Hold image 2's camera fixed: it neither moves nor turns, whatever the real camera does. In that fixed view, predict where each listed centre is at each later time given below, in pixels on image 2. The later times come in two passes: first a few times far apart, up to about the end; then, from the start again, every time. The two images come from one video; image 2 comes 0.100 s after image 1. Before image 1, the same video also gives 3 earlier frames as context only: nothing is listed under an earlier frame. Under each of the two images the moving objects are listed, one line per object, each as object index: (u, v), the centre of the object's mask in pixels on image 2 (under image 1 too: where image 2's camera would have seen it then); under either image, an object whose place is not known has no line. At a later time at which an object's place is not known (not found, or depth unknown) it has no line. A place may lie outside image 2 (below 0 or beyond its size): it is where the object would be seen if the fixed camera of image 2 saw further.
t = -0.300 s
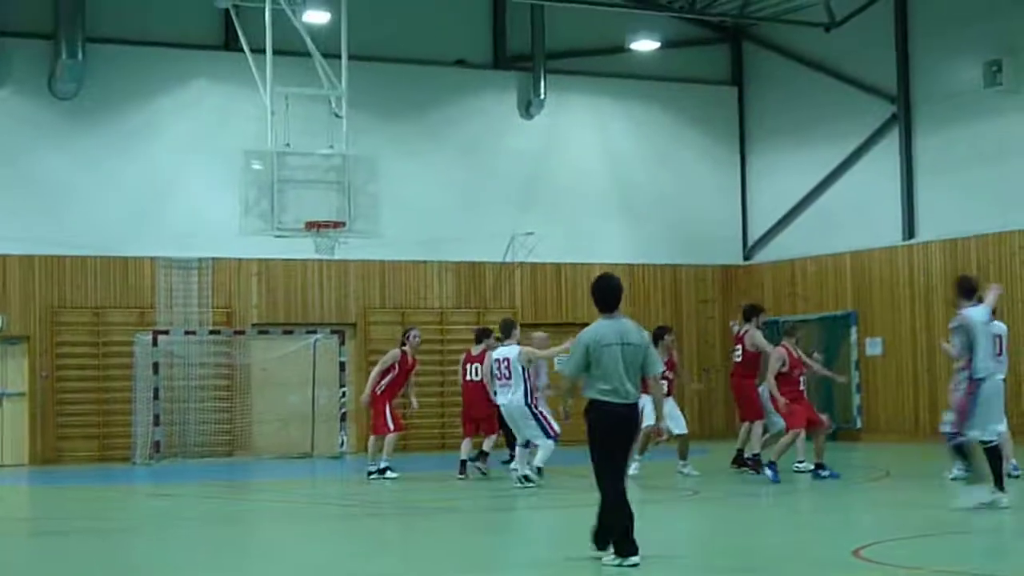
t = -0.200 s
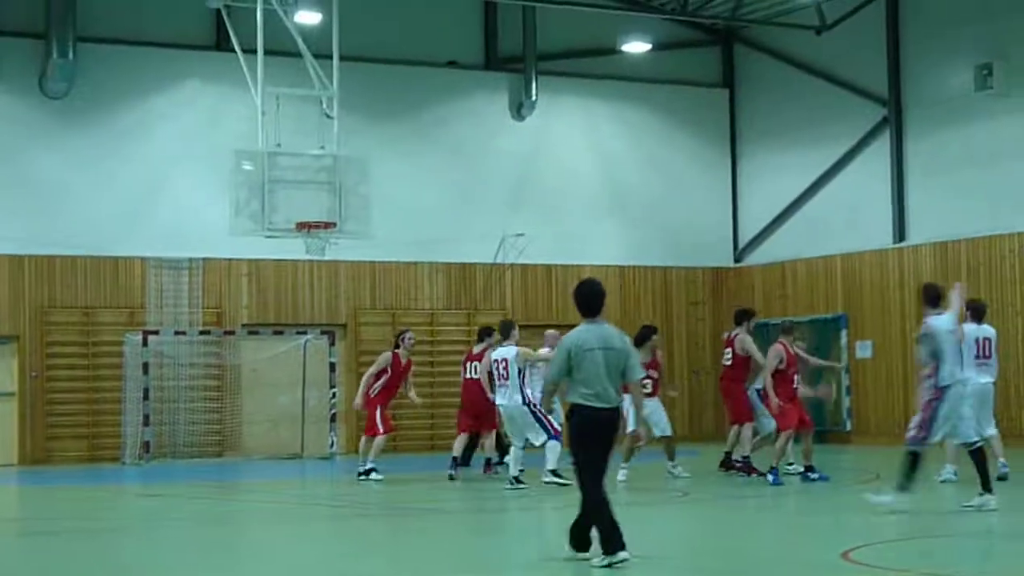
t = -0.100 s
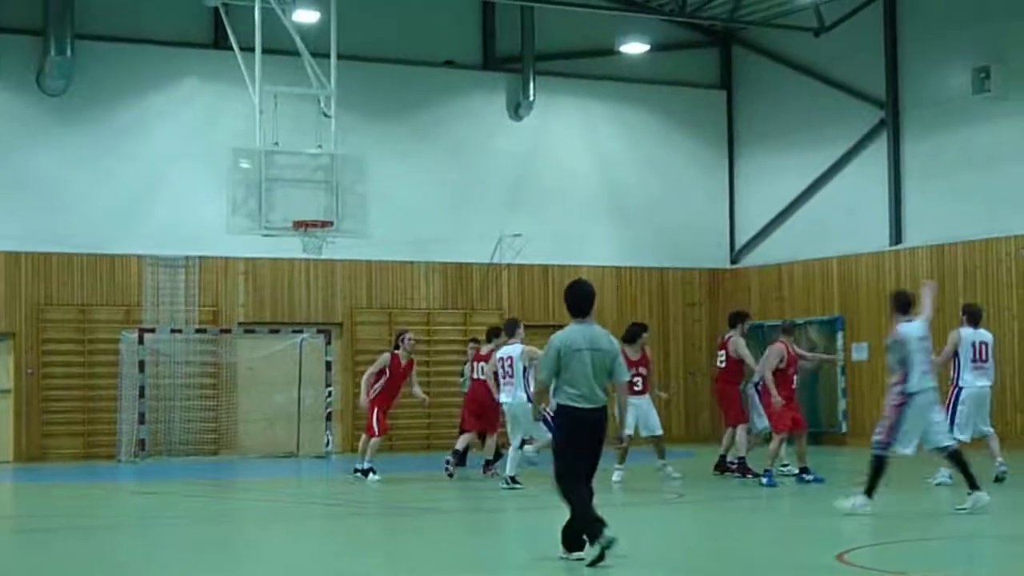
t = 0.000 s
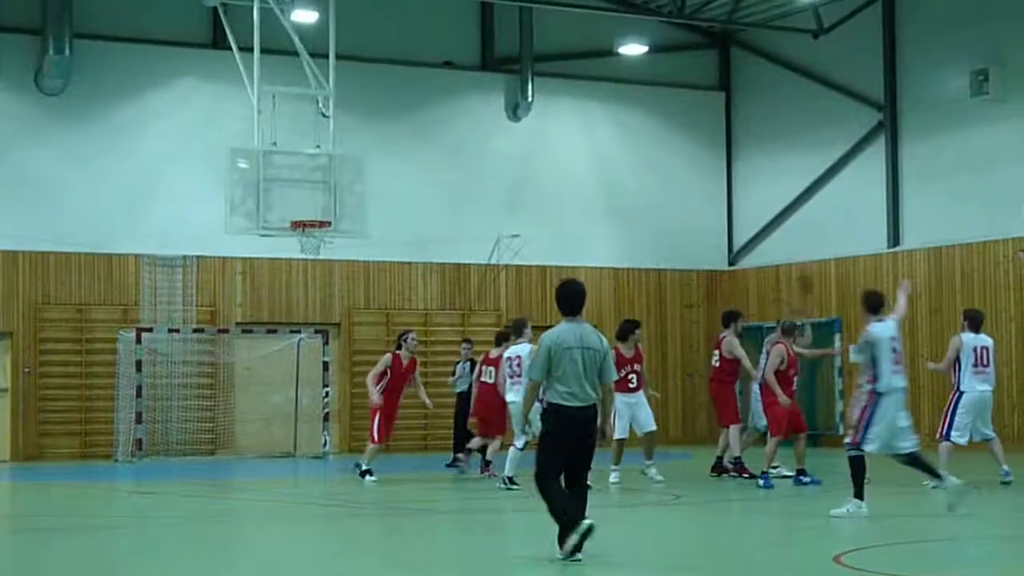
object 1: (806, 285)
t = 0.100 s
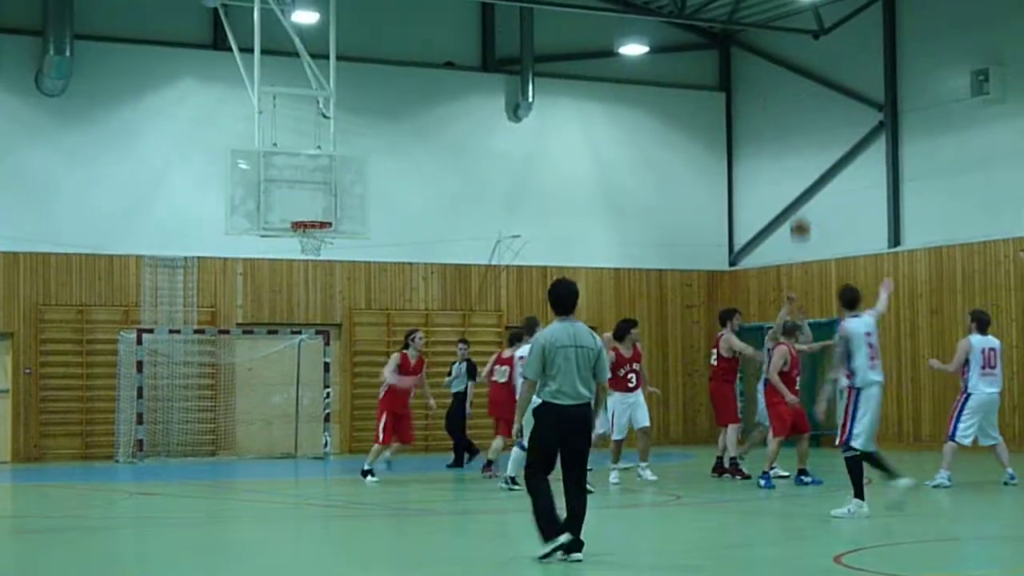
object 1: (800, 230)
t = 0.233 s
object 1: (790, 169)
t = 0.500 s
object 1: (768, 87)
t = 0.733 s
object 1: (745, 68)
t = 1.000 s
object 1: (718, 116)
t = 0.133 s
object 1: (797, 213)
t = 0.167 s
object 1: (794, 196)
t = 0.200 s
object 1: (793, 182)
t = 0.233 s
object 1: (790, 169)
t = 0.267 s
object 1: (787, 156)
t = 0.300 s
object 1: (784, 144)
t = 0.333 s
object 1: (781, 134)
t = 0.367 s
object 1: (779, 123)
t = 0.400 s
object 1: (777, 111)
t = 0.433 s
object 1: (774, 102)
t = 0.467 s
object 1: (771, 95)
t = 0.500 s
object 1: (768, 87)
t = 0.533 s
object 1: (765, 83)
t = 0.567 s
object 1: (762, 77)
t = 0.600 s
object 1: (758, 72)
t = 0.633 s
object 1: (756, 71)
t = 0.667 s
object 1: (753, 68)
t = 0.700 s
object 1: (750, 67)
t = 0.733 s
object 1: (745, 68)
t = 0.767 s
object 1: (743, 70)
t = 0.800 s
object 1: (738, 72)
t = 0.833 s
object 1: (735, 76)
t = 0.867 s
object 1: (732, 81)
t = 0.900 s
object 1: (728, 87)
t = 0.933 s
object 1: (725, 96)
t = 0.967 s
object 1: (722, 106)
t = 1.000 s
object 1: (718, 116)
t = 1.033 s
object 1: (715, 129)
